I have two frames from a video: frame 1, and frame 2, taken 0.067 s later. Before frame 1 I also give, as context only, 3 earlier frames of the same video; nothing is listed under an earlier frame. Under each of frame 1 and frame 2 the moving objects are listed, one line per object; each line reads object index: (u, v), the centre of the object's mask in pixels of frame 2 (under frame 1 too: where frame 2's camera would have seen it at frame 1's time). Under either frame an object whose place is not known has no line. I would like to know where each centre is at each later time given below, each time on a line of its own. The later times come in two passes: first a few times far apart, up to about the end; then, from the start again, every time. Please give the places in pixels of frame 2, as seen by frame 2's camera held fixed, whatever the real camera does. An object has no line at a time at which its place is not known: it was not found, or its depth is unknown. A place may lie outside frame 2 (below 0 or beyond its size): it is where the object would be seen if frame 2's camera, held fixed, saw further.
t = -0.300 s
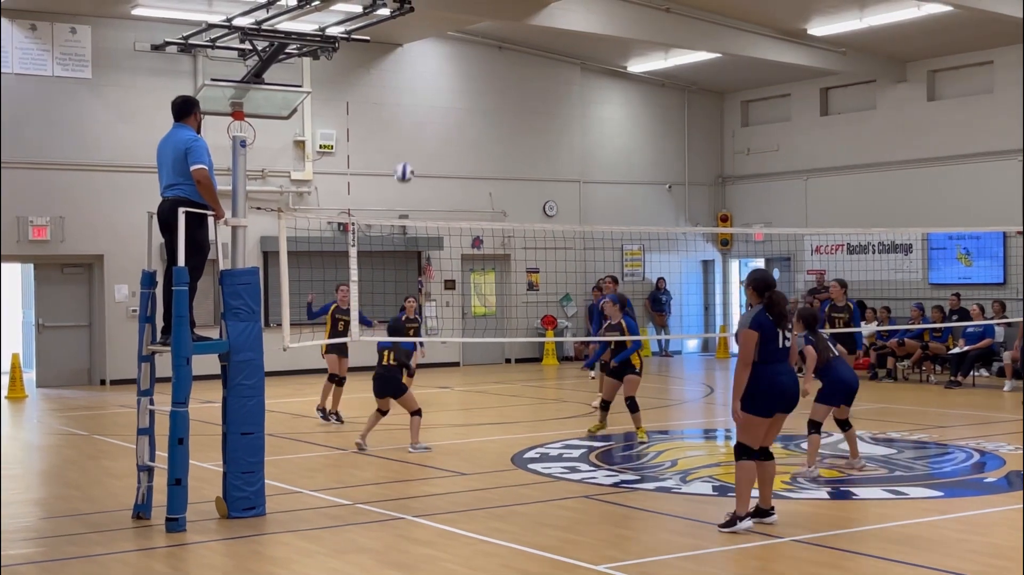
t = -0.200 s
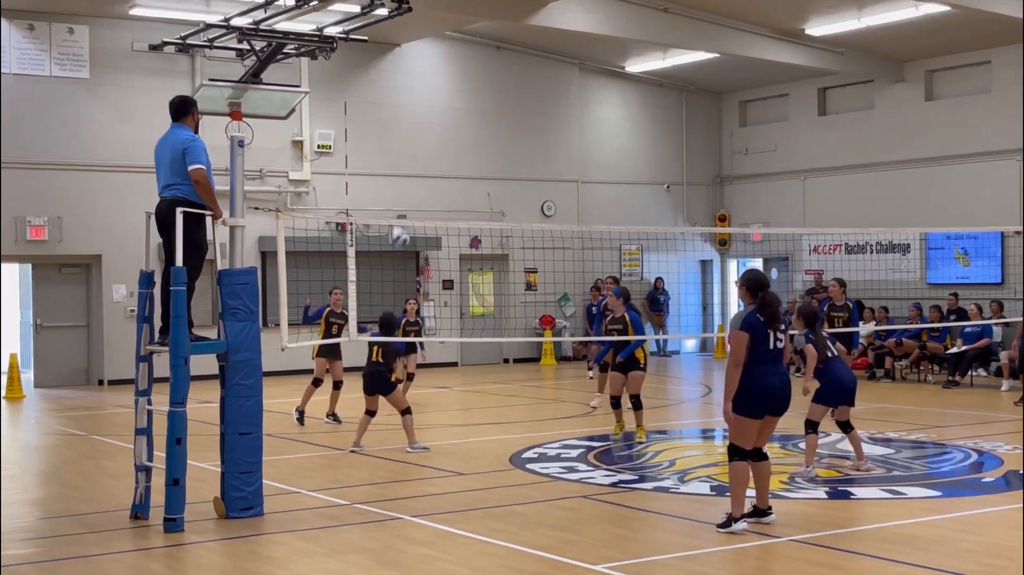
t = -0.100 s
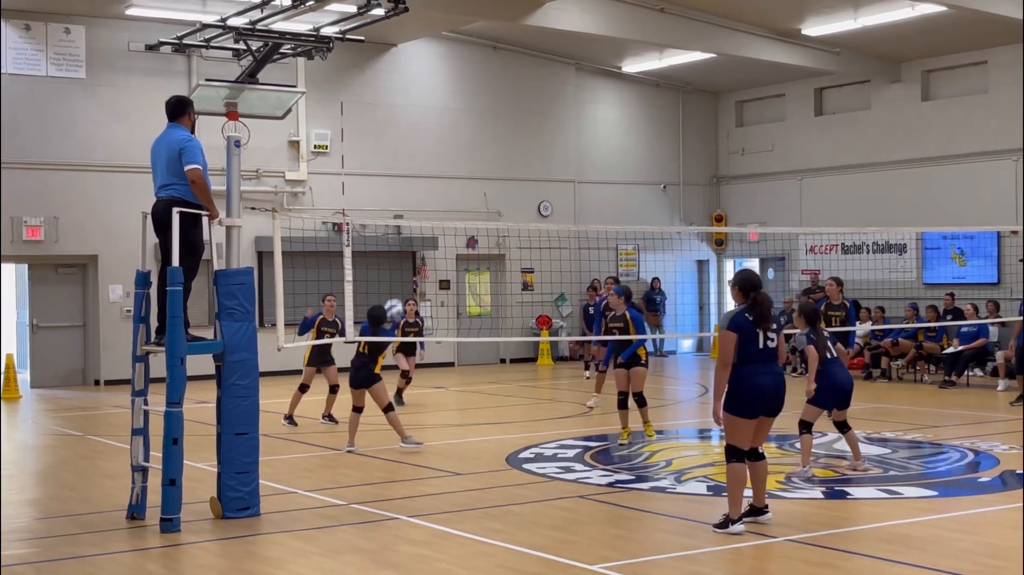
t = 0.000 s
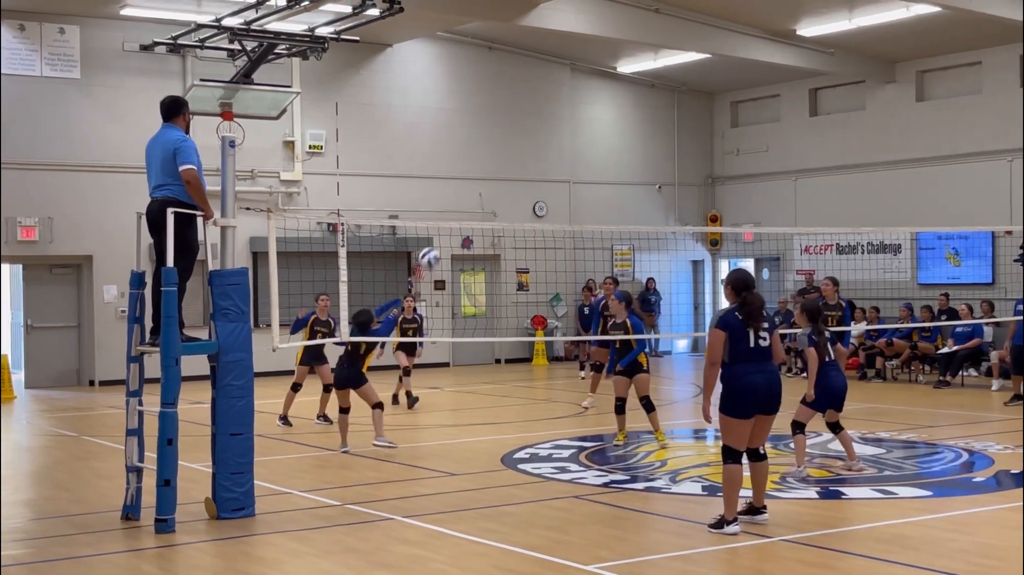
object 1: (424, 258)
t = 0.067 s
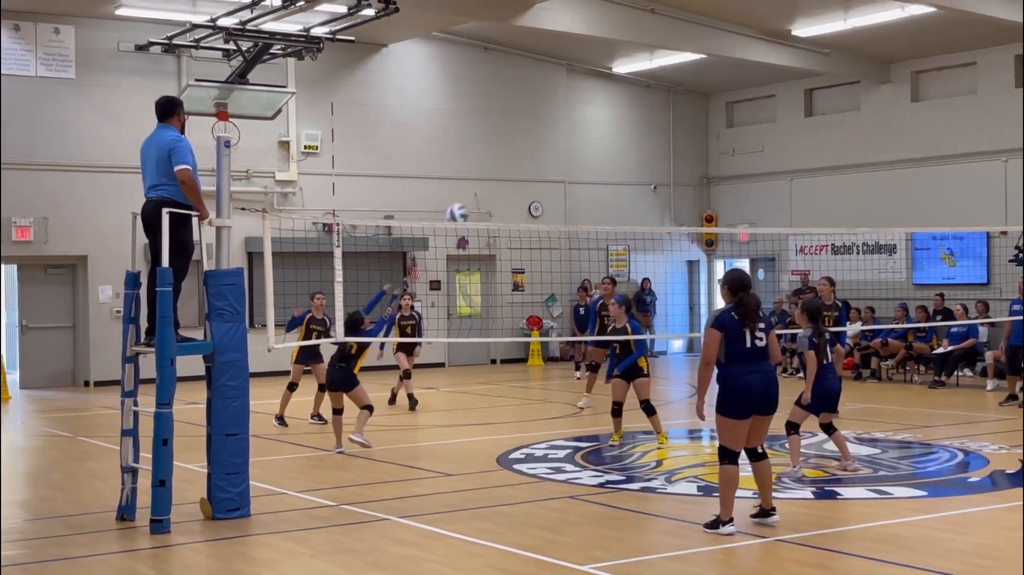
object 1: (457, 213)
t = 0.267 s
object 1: (562, 104)
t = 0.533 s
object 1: (718, 16)
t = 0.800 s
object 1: (903, 6)
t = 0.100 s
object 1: (473, 194)
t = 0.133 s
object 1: (490, 174)
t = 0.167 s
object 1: (507, 155)
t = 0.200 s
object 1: (525, 138)
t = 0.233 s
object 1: (543, 121)
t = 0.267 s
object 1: (562, 104)
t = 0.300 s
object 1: (579, 90)
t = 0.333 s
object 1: (599, 76)
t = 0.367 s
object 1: (617, 63)
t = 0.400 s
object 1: (637, 51)
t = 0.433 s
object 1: (656, 41)
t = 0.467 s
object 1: (677, 31)
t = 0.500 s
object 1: (698, 23)
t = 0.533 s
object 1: (718, 16)
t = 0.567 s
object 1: (740, 10)
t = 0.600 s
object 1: (762, 5)
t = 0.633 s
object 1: (784, 2)
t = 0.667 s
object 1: (807, 0)
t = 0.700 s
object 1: (830, -2)
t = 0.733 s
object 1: (854, -2)
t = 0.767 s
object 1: (878, 1)
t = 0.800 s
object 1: (903, 6)
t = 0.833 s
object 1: (928, 10)
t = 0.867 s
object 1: (953, 18)
